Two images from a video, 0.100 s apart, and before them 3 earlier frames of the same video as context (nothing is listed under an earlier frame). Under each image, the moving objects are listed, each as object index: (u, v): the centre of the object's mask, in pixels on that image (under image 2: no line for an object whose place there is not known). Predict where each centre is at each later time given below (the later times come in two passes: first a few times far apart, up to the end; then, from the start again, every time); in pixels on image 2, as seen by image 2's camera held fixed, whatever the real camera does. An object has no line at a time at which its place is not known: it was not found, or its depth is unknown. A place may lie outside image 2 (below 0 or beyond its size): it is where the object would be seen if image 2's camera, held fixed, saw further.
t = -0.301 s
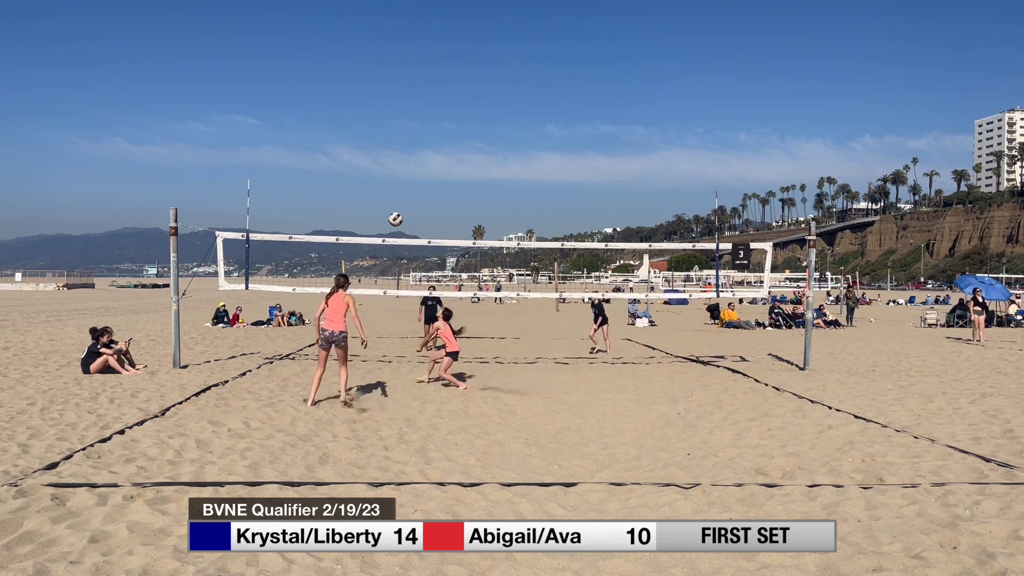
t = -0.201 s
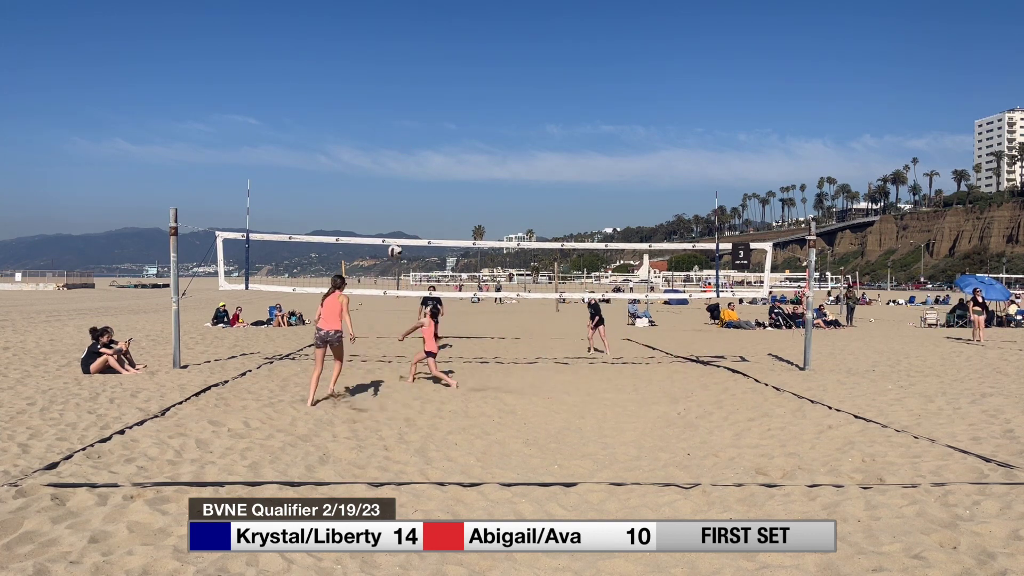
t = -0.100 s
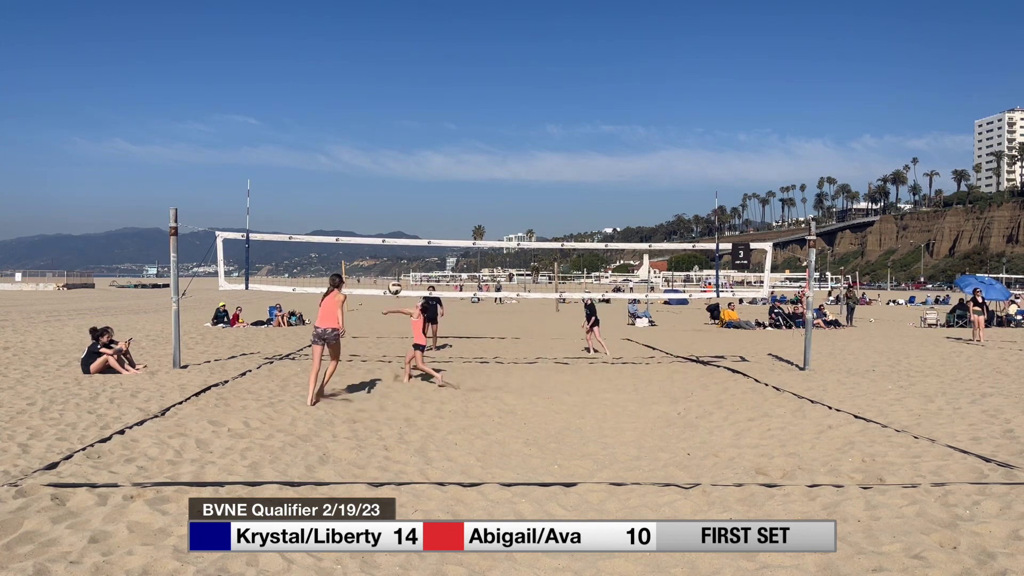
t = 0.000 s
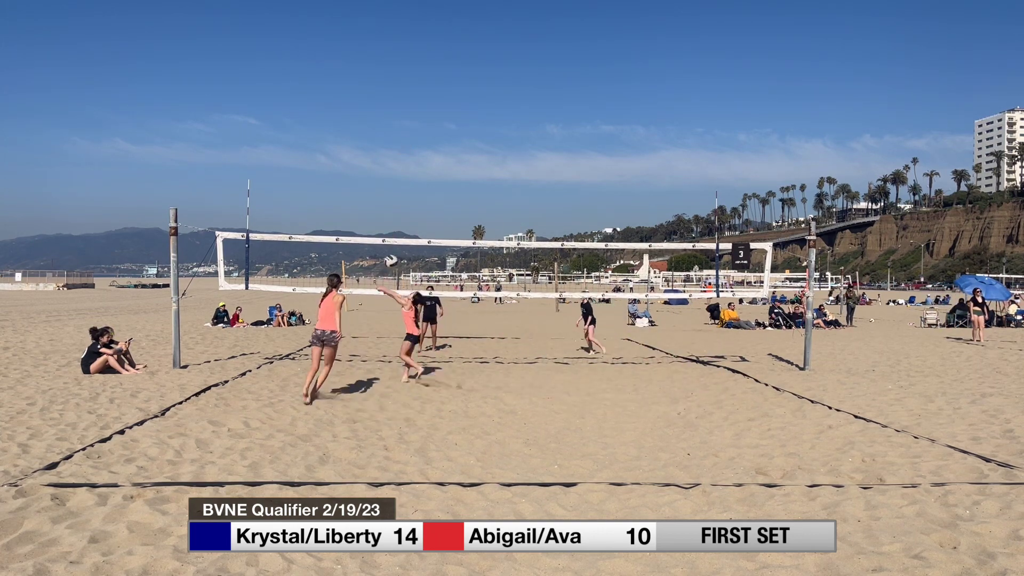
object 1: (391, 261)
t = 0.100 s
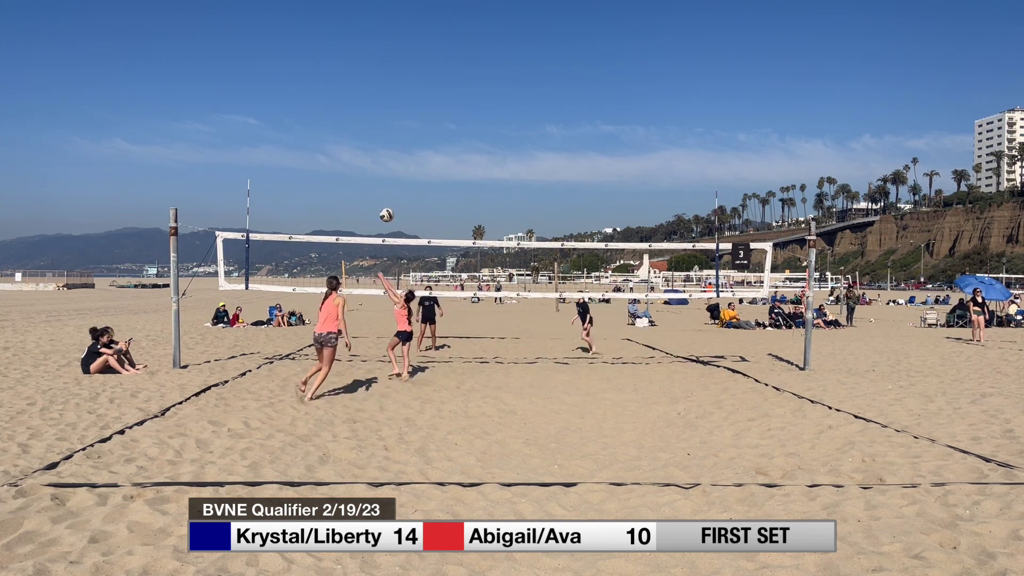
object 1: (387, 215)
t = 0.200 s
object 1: (383, 175)
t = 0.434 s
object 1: (376, 107)
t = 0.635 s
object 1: (370, 78)
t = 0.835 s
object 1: (366, 74)
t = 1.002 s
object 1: (362, 92)
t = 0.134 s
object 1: (385, 201)
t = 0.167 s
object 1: (384, 188)
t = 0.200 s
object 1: (383, 175)
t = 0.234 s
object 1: (382, 163)
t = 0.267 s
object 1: (381, 152)
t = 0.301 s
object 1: (379, 141)
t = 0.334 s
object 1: (378, 132)
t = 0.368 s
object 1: (377, 123)
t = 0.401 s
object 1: (376, 115)
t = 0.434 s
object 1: (376, 107)
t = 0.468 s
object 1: (375, 101)
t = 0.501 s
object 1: (374, 95)
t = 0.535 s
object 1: (373, 89)
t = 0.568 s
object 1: (372, 85)
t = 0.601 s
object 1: (371, 81)
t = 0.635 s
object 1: (370, 78)
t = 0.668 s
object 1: (370, 75)
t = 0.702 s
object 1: (369, 74)
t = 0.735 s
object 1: (368, 73)
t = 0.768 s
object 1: (367, 73)
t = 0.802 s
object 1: (366, 73)
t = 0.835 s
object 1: (366, 74)
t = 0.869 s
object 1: (365, 76)
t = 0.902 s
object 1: (364, 79)
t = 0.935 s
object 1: (364, 83)
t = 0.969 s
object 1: (363, 87)
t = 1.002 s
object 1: (362, 92)
